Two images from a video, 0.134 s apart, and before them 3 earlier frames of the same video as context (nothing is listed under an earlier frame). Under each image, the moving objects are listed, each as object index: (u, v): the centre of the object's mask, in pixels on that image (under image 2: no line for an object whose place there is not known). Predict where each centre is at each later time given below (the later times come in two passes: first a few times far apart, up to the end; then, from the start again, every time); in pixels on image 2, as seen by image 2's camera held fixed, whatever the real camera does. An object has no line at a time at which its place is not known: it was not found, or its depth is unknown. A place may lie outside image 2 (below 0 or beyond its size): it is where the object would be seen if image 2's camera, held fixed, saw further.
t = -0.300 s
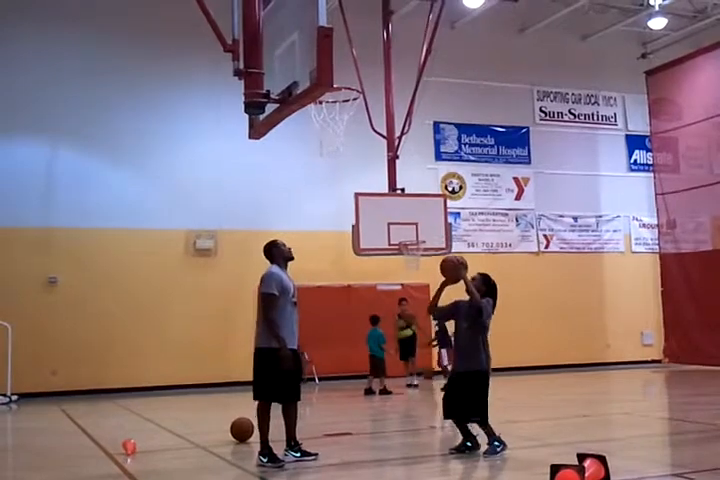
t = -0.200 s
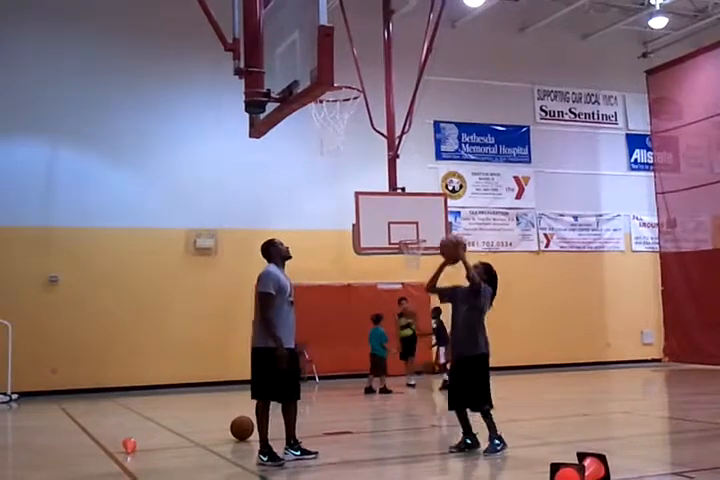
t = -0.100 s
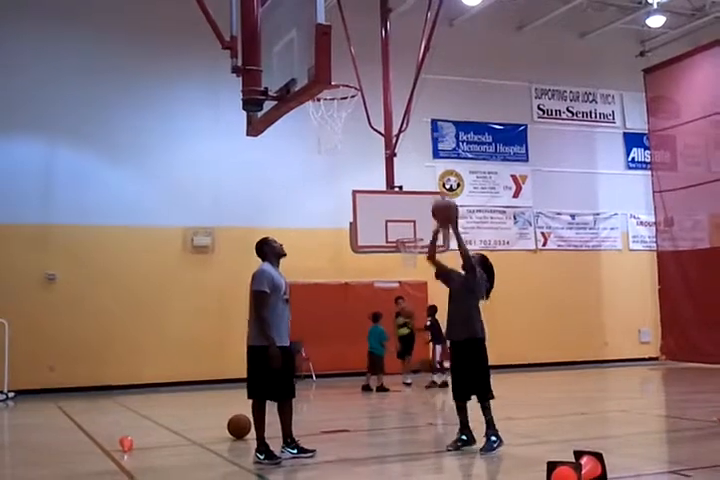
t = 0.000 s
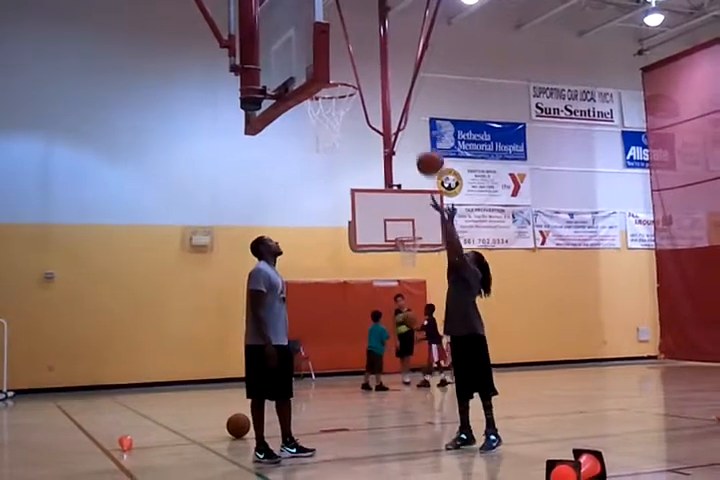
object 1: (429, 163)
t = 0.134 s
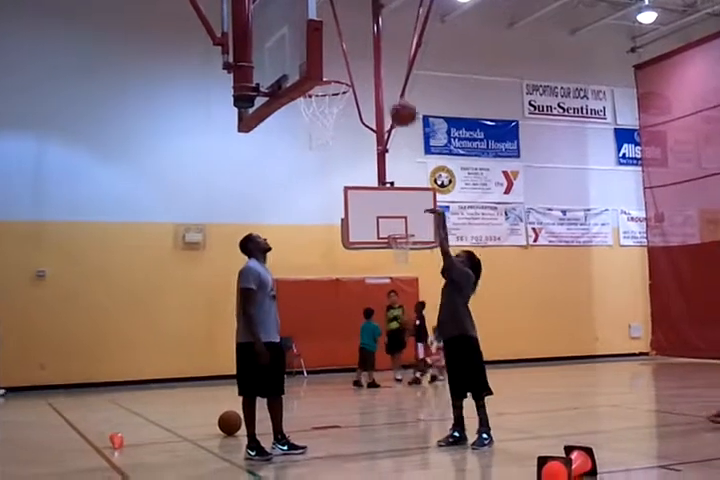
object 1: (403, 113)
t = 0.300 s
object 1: (379, 80)
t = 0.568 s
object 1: (364, 77)
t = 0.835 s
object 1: (384, 129)
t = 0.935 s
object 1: (393, 171)
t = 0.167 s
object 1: (398, 105)
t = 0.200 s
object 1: (393, 97)
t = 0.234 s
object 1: (388, 90)
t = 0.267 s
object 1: (383, 84)
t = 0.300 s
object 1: (379, 80)
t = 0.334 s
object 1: (374, 77)
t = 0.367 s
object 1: (370, 75)
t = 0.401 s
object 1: (365, 75)
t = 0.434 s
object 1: (360, 76)
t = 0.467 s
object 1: (357, 77)
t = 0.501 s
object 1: (359, 76)
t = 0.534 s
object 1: (361, 76)
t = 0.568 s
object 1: (364, 77)
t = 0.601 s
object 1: (366, 79)
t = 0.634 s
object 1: (369, 82)
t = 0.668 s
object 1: (371, 87)
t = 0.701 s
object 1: (373, 93)
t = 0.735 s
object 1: (376, 101)
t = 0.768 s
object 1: (379, 109)
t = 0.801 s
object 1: (380, 119)
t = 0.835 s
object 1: (384, 129)
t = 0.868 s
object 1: (387, 142)
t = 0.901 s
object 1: (391, 155)
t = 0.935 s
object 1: (393, 171)
